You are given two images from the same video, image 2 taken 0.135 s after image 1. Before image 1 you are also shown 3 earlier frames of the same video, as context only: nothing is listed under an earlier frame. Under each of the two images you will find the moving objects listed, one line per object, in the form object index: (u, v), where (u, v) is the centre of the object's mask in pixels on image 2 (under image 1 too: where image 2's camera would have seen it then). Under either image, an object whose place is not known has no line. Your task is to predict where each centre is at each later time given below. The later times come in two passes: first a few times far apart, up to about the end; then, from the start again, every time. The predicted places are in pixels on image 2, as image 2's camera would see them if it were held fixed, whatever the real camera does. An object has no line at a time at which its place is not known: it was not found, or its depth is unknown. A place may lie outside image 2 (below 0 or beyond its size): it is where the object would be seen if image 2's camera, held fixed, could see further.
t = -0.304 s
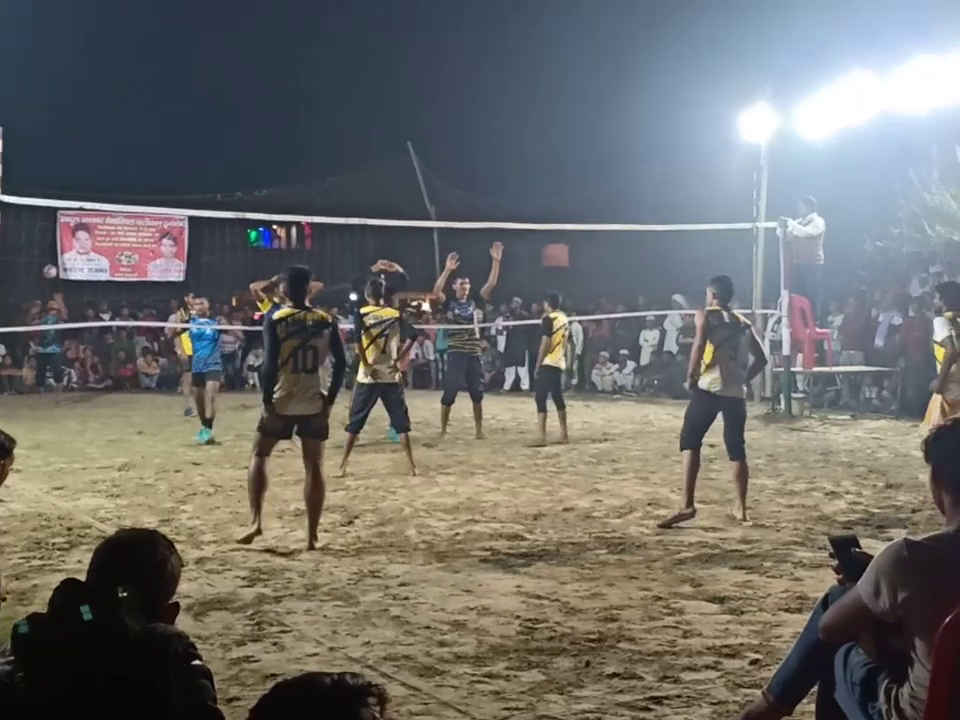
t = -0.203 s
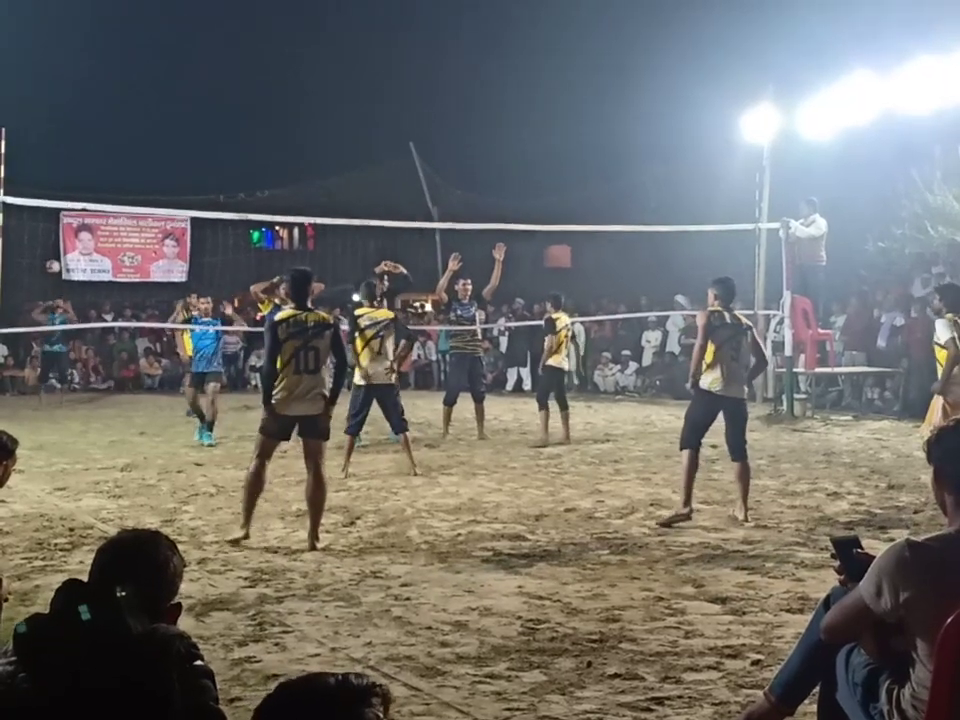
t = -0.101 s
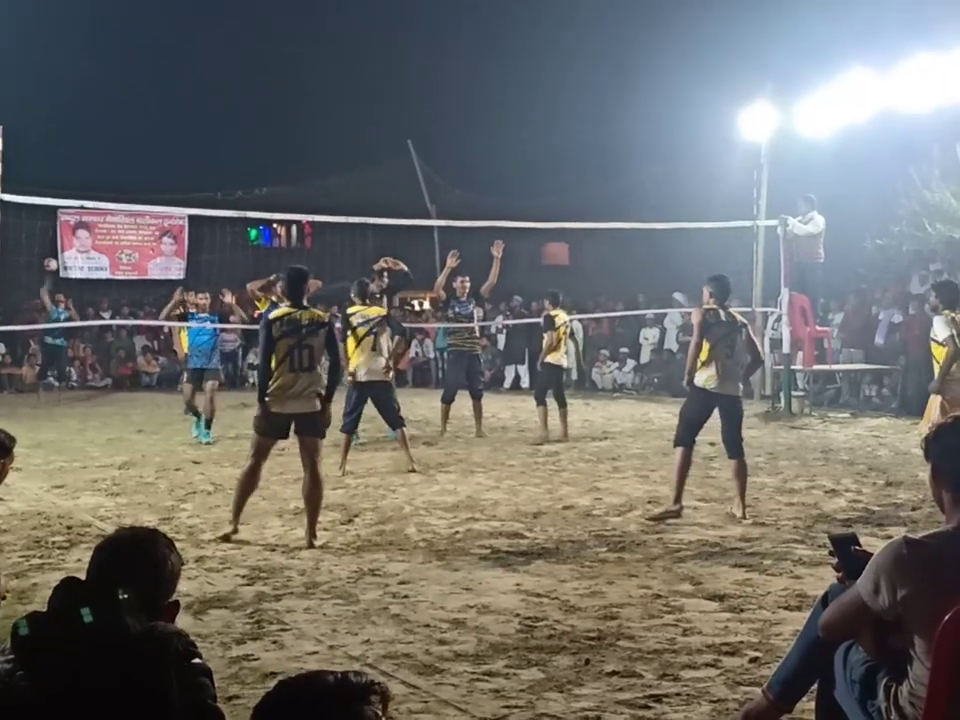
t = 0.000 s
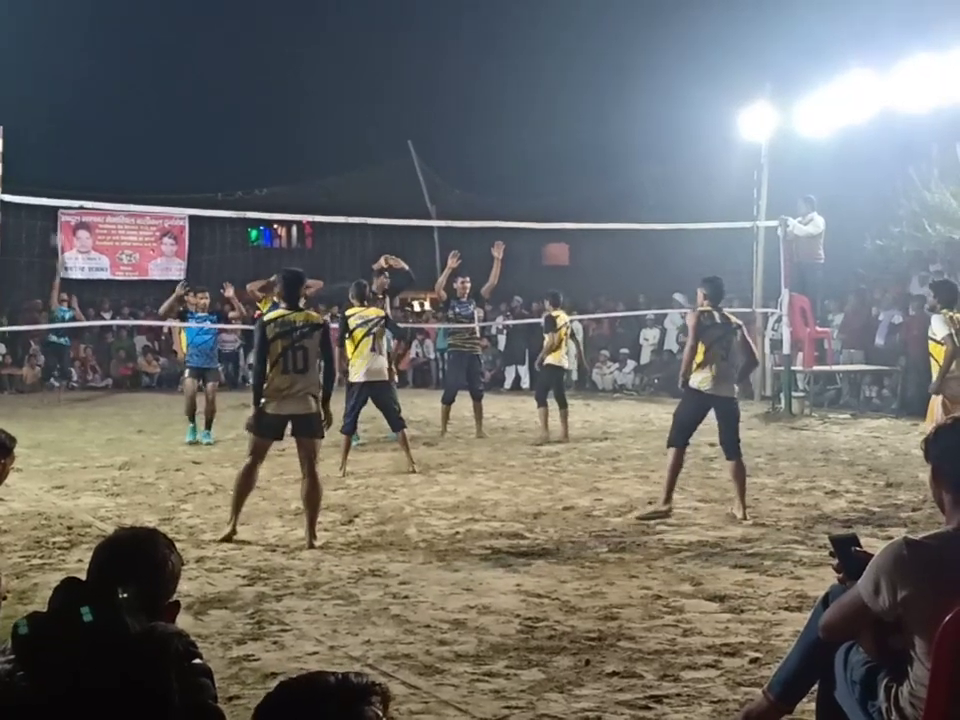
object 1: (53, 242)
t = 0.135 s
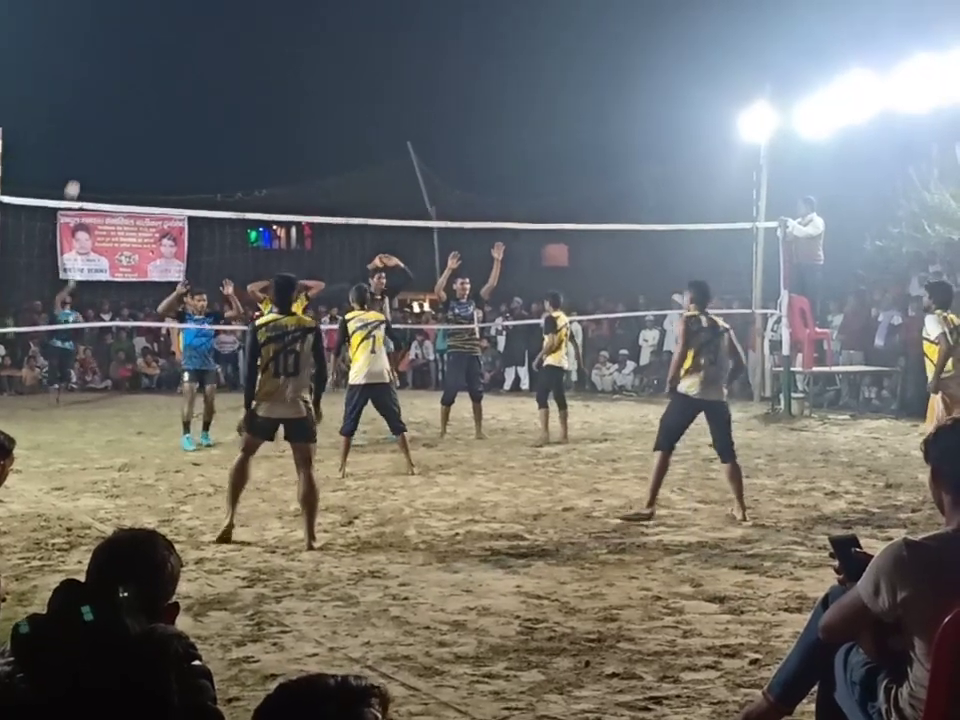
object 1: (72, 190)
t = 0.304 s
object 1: (90, 136)
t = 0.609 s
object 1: (121, 79)
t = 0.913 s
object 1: (166, 96)
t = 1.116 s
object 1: (207, 163)
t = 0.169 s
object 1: (75, 178)
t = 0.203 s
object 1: (79, 167)
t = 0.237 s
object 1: (82, 156)
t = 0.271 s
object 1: (86, 146)
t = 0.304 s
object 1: (90, 136)
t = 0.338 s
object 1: (93, 126)
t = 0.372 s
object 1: (97, 117)
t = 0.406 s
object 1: (99, 110)
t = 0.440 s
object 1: (103, 103)
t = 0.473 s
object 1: (107, 96)
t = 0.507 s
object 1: (110, 90)
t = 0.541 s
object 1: (113, 86)
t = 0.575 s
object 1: (117, 82)
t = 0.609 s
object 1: (121, 79)
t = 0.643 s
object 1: (125, 77)
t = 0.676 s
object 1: (130, 76)
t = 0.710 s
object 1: (134, 76)
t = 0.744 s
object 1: (139, 77)
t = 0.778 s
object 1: (144, 78)
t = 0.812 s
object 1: (149, 81)
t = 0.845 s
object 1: (155, 85)
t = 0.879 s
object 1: (160, 90)
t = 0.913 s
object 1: (166, 96)
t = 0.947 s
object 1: (172, 104)
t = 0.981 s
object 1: (179, 113)
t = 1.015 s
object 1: (185, 123)
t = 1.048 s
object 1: (192, 135)
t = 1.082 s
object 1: (199, 149)
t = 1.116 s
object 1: (207, 163)
